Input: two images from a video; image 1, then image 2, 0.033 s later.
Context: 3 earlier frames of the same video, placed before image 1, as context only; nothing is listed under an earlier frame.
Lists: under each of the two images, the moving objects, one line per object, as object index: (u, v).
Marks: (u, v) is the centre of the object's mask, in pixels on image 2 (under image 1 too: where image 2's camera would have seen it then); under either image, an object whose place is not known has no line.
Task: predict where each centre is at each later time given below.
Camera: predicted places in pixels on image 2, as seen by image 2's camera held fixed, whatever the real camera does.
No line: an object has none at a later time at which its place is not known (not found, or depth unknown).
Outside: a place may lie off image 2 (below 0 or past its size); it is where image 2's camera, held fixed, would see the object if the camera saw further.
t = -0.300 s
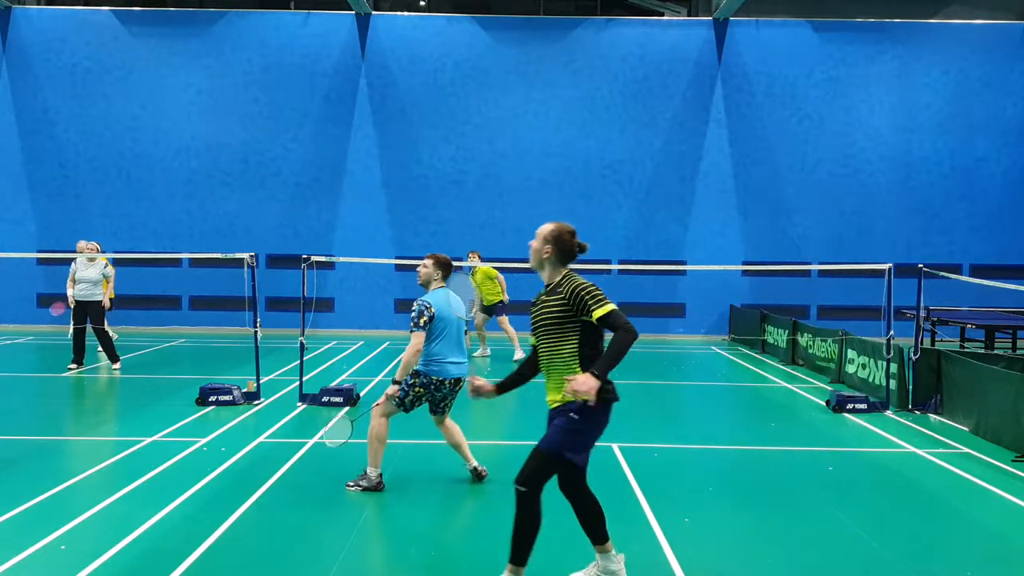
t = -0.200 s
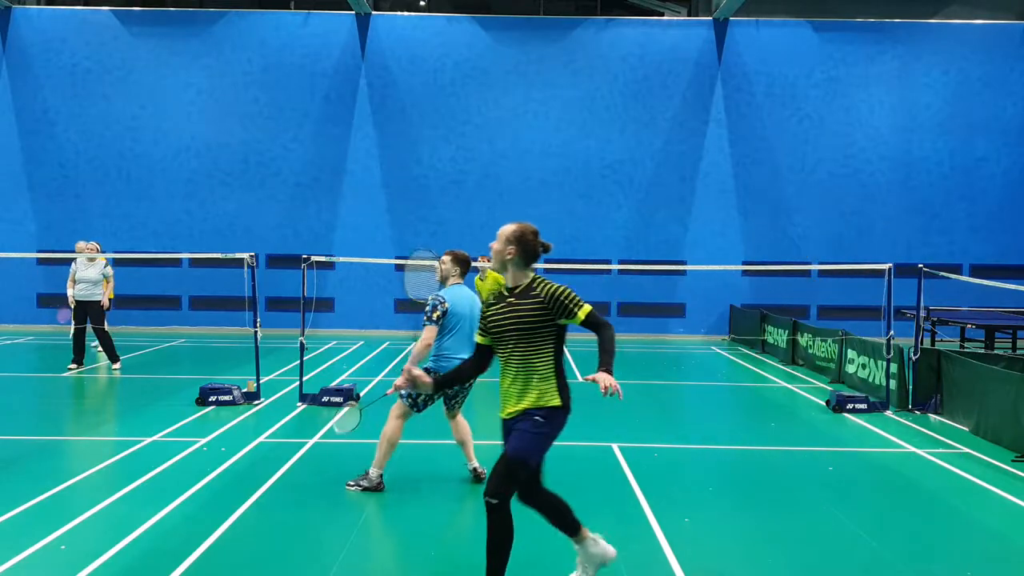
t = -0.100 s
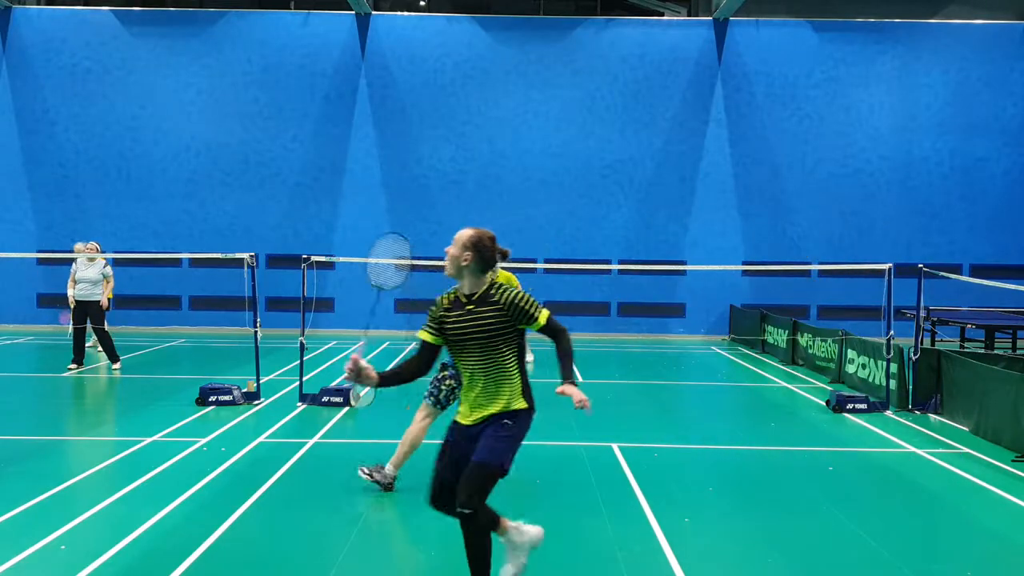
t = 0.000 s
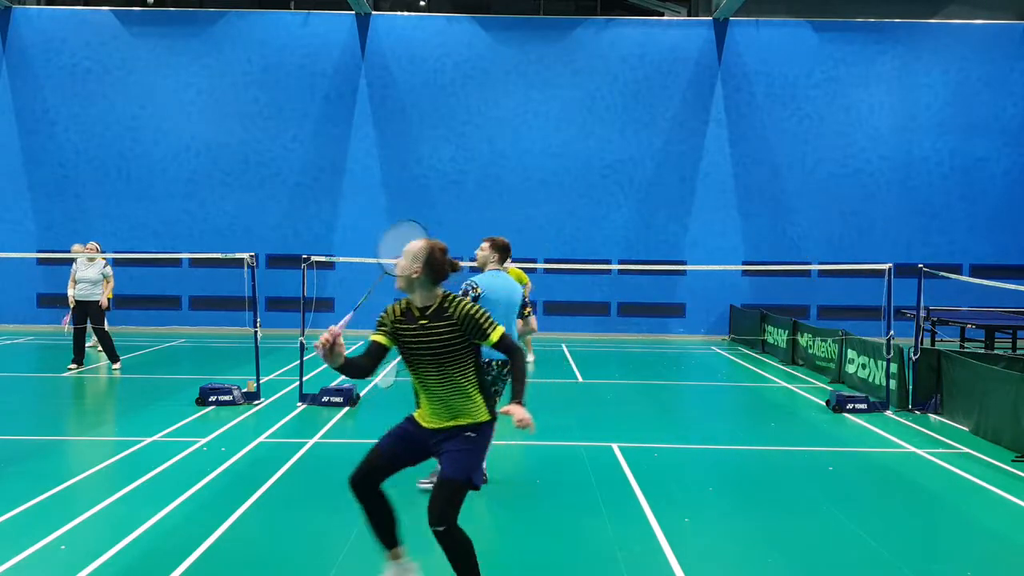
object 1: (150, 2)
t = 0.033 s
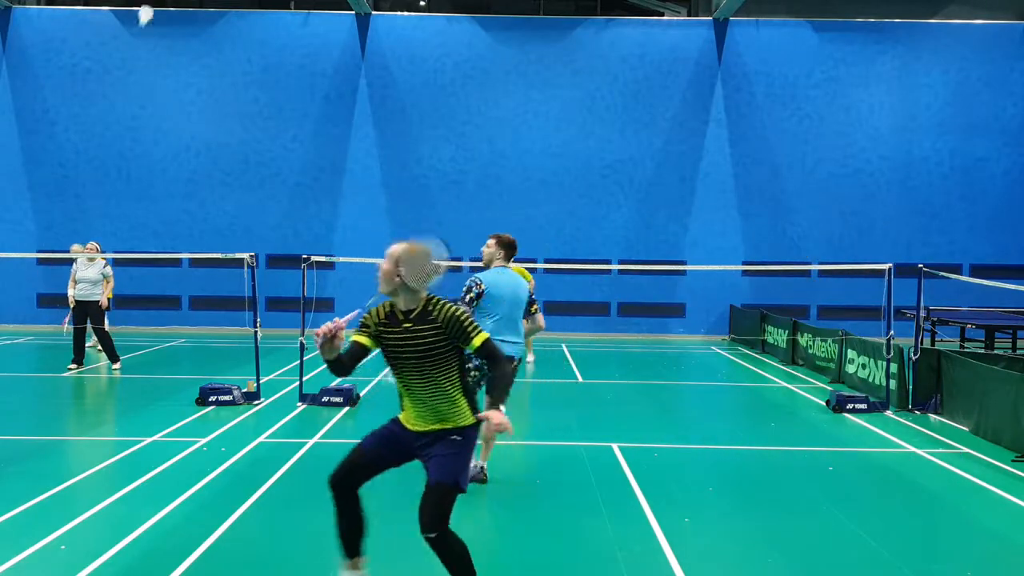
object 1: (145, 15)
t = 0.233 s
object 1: (96, 195)
